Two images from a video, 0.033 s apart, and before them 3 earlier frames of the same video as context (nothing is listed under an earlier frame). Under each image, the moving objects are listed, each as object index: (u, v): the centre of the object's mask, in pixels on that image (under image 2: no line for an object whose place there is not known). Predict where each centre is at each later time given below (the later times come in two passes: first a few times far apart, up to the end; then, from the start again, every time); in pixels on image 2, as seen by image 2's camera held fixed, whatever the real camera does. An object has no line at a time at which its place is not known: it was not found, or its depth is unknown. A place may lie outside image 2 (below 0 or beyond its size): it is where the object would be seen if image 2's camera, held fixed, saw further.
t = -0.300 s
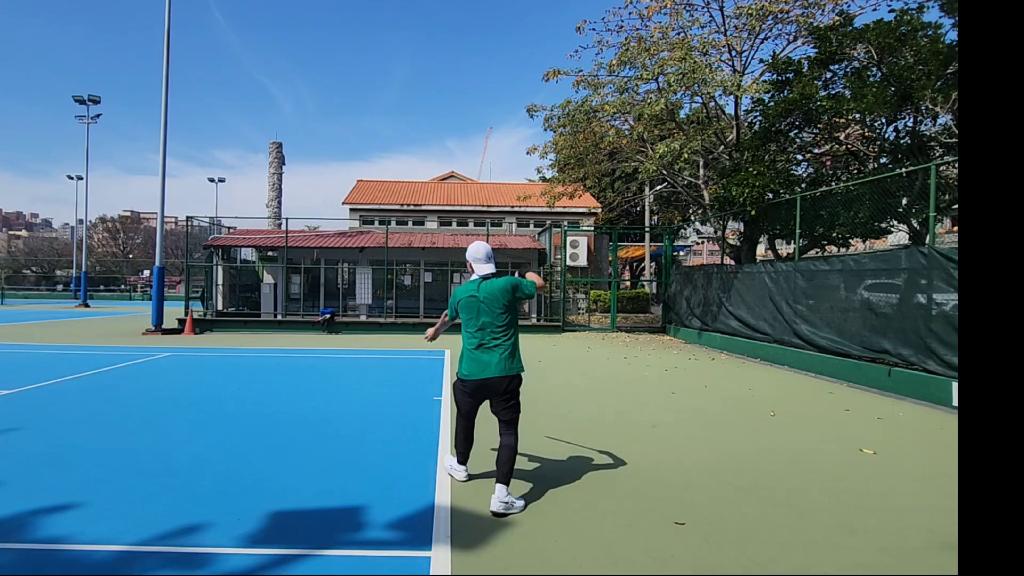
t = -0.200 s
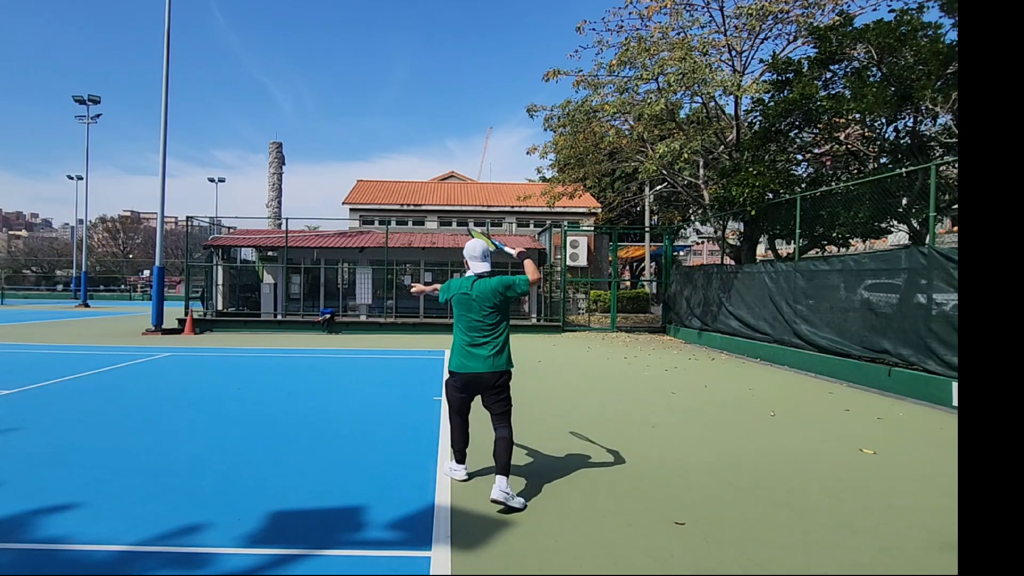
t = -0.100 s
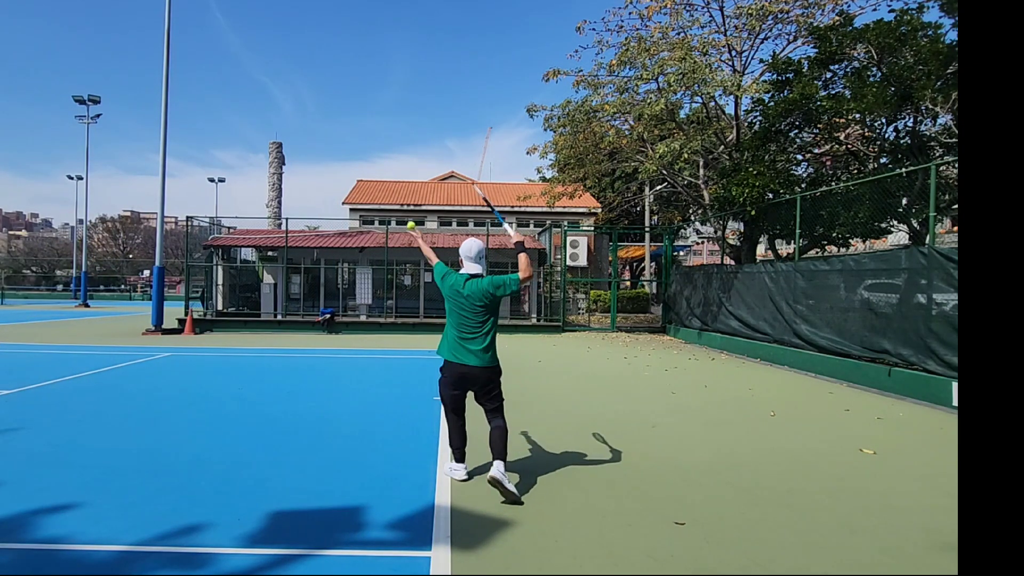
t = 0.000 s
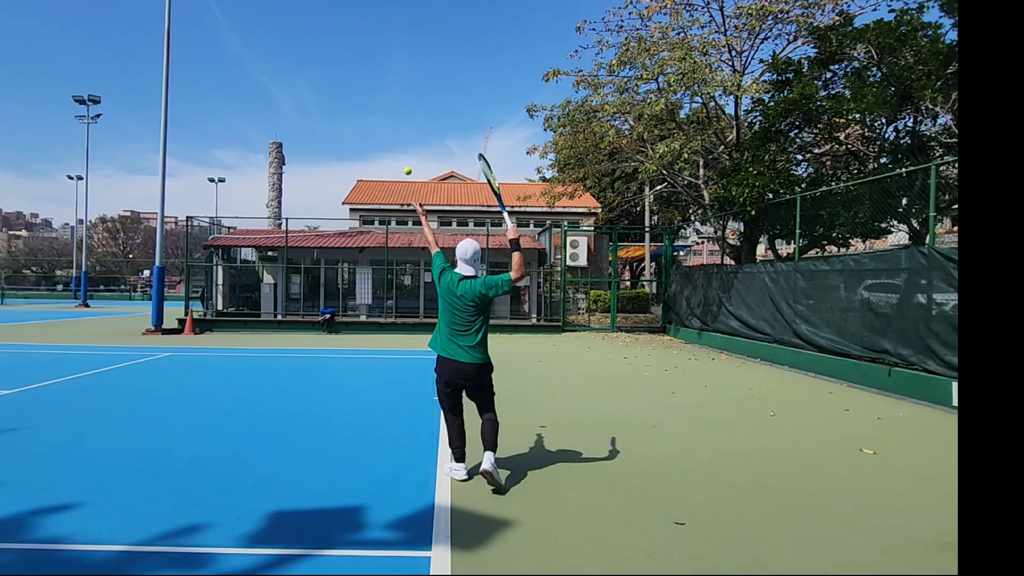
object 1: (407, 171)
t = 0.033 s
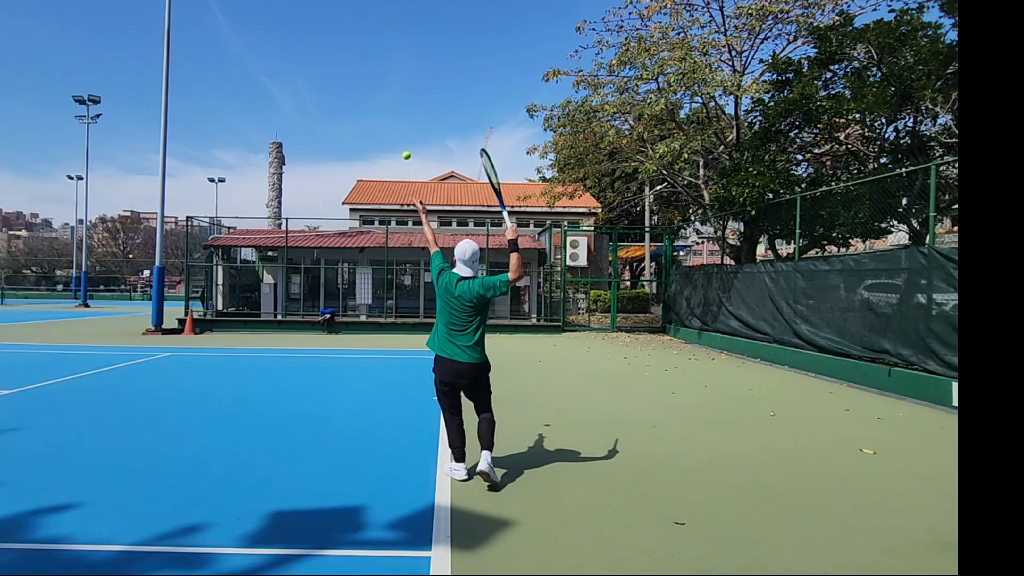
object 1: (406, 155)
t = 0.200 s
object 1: (401, 98)
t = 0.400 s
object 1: (393, 73)
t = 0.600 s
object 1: (385, 97)
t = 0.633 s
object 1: (383, 105)
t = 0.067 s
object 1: (405, 141)
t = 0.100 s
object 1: (404, 128)
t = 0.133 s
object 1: (403, 117)
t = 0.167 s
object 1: (402, 106)
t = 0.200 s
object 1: (401, 98)
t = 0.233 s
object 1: (399, 90)
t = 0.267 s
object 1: (398, 84)
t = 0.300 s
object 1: (397, 80)
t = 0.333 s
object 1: (395, 76)
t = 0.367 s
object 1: (394, 74)
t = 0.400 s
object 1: (393, 73)
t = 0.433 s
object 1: (391, 74)
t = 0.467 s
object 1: (390, 76)
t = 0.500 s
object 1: (389, 79)
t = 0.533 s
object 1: (387, 83)
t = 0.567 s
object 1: (386, 89)
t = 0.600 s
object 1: (385, 97)
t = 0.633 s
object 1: (383, 105)
